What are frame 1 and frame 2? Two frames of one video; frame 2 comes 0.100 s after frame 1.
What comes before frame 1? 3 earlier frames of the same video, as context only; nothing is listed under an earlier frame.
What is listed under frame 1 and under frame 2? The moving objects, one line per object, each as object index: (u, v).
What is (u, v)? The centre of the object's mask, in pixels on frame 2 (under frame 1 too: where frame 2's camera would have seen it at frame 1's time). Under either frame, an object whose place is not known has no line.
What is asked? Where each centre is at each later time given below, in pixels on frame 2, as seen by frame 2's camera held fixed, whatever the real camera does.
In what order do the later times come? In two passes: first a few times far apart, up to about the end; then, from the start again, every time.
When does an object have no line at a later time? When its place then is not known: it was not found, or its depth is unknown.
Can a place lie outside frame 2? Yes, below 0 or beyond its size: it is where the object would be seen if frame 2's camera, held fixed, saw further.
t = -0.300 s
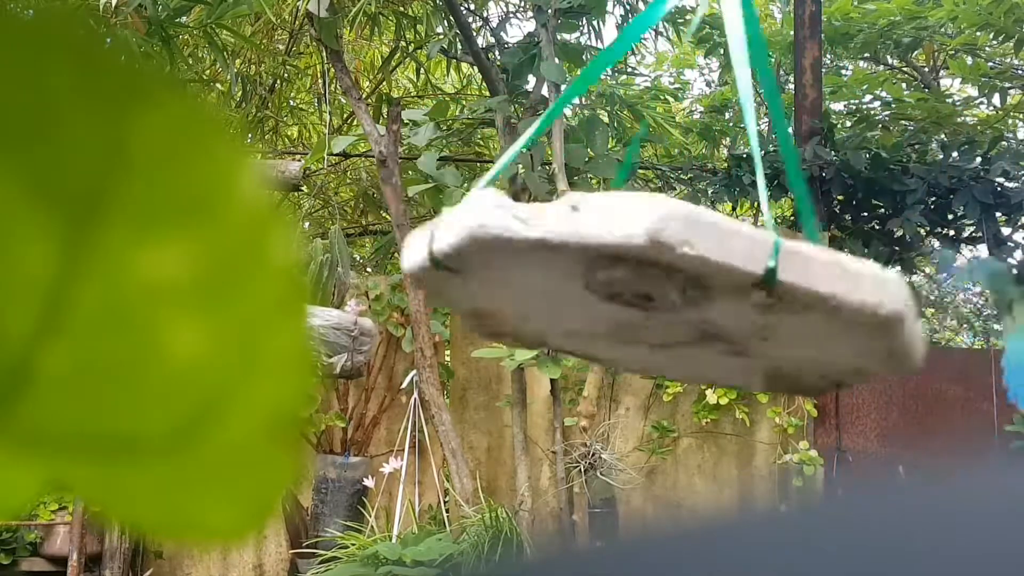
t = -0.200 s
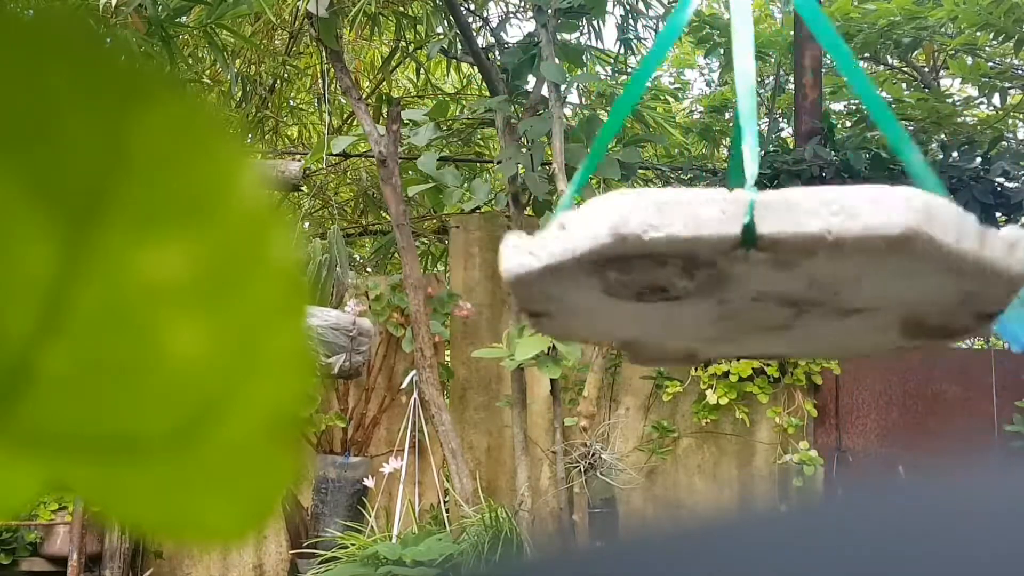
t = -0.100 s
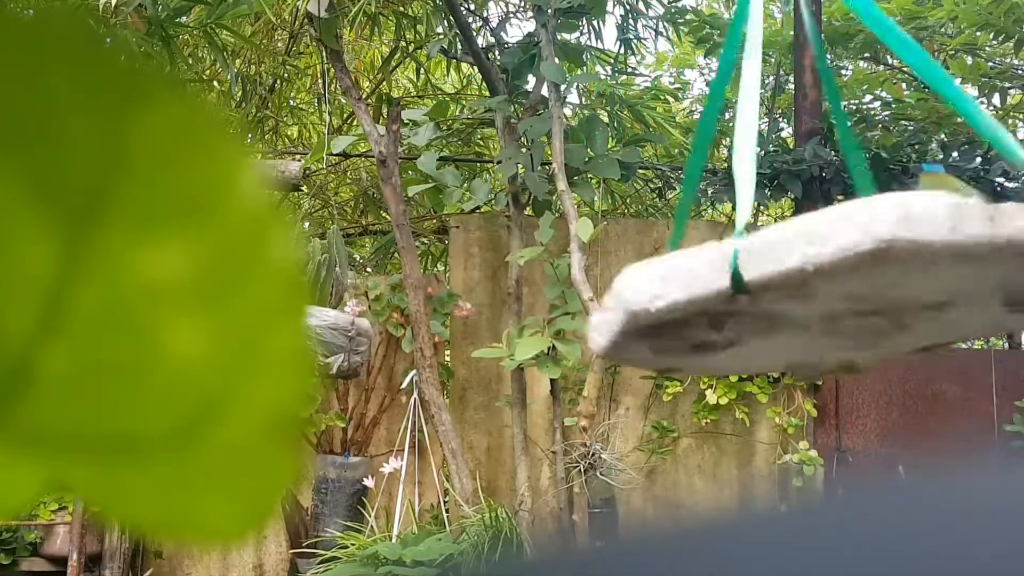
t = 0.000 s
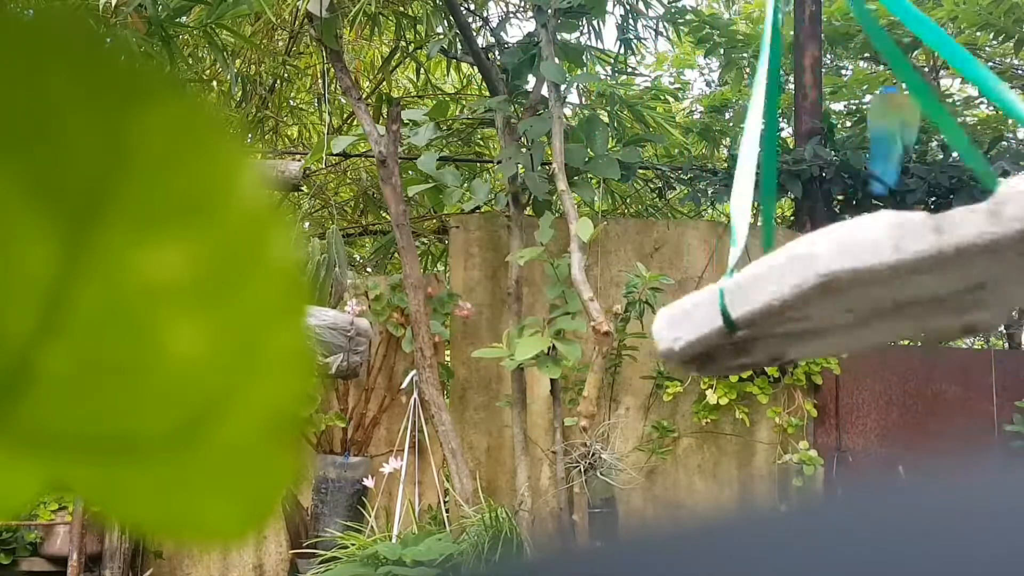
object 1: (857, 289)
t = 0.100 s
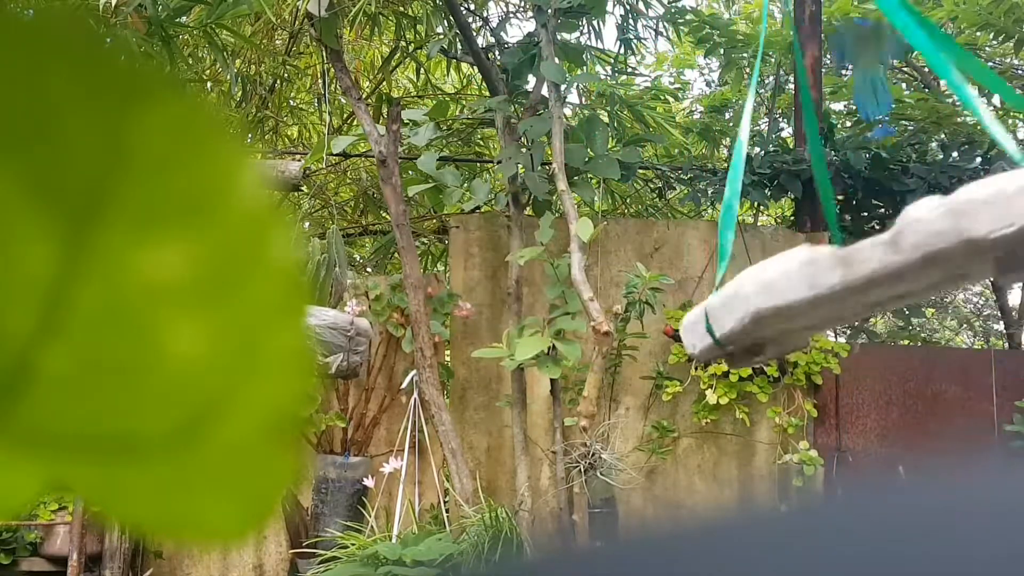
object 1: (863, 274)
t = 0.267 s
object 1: (836, 309)
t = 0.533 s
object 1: (691, 310)
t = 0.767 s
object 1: (600, 267)
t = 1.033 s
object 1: (745, 277)
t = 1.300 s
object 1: (868, 273)
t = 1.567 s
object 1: (849, 295)
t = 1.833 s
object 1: (698, 304)
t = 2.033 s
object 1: (616, 284)
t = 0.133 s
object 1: (861, 280)
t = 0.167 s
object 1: (865, 285)
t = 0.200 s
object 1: (863, 293)
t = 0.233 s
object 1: (853, 301)
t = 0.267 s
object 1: (836, 309)
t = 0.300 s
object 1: (823, 310)
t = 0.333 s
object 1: (817, 307)
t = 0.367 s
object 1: (809, 303)
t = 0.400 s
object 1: (796, 301)
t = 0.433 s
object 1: (778, 301)
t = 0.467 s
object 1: (747, 304)
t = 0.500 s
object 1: (717, 308)
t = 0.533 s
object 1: (691, 310)
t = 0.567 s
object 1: (671, 309)
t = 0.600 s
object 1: (654, 302)
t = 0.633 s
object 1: (638, 291)
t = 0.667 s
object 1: (626, 280)
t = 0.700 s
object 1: (612, 271)
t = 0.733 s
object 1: (611, 266)
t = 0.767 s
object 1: (600, 267)
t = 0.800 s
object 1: (601, 271)
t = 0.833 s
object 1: (606, 276)
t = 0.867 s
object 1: (620, 280)
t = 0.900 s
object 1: (638, 278)
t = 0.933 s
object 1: (661, 275)
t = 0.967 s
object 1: (686, 273)
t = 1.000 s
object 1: (714, 274)
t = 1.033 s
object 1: (745, 277)
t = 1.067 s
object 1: (772, 280)
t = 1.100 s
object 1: (791, 283)
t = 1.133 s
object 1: (810, 282)
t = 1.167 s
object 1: (827, 279)
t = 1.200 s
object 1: (840, 274)
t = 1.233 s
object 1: (851, 271)
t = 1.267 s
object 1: (860, 271)
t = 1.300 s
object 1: (868, 273)
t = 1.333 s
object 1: (873, 277)
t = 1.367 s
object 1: (877, 283)
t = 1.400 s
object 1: (878, 287)
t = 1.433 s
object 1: (873, 293)
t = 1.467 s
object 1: (869, 295)
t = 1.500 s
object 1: (864, 296)
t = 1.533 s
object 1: (859, 295)
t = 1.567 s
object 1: (849, 295)
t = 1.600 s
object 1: (833, 299)
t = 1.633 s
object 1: (822, 303)
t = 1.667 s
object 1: (810, 308)
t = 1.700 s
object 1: (791, 313)
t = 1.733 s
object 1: (773, 314)
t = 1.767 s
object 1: (749, 314)
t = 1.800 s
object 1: (724, 310)
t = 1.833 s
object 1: (698, 304)
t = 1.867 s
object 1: (674, 298)
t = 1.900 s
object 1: (656, 294)
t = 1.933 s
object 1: (642, 291)
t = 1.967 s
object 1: (628, 289)
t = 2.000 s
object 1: (619, 287)
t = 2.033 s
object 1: (616, 284)
